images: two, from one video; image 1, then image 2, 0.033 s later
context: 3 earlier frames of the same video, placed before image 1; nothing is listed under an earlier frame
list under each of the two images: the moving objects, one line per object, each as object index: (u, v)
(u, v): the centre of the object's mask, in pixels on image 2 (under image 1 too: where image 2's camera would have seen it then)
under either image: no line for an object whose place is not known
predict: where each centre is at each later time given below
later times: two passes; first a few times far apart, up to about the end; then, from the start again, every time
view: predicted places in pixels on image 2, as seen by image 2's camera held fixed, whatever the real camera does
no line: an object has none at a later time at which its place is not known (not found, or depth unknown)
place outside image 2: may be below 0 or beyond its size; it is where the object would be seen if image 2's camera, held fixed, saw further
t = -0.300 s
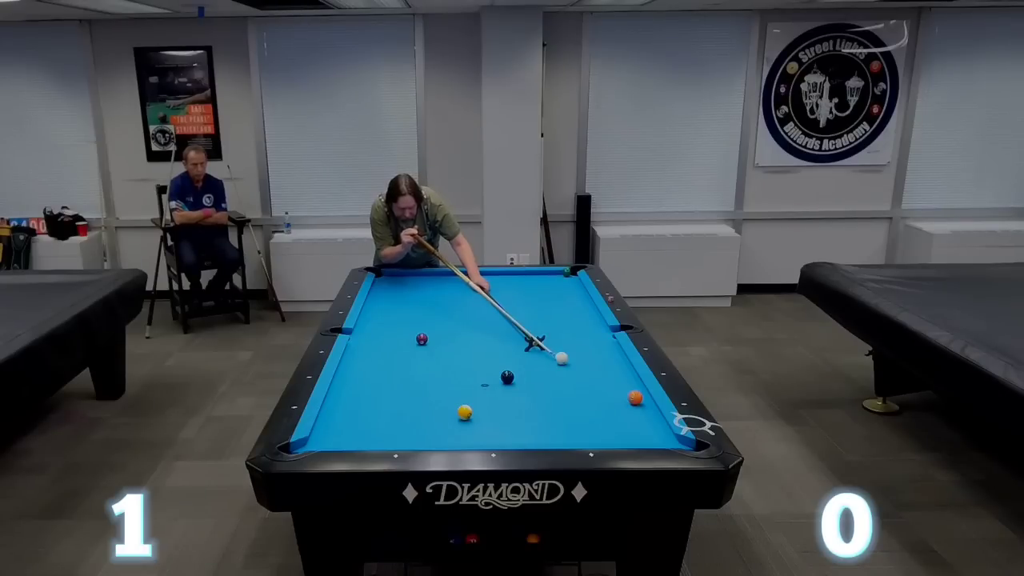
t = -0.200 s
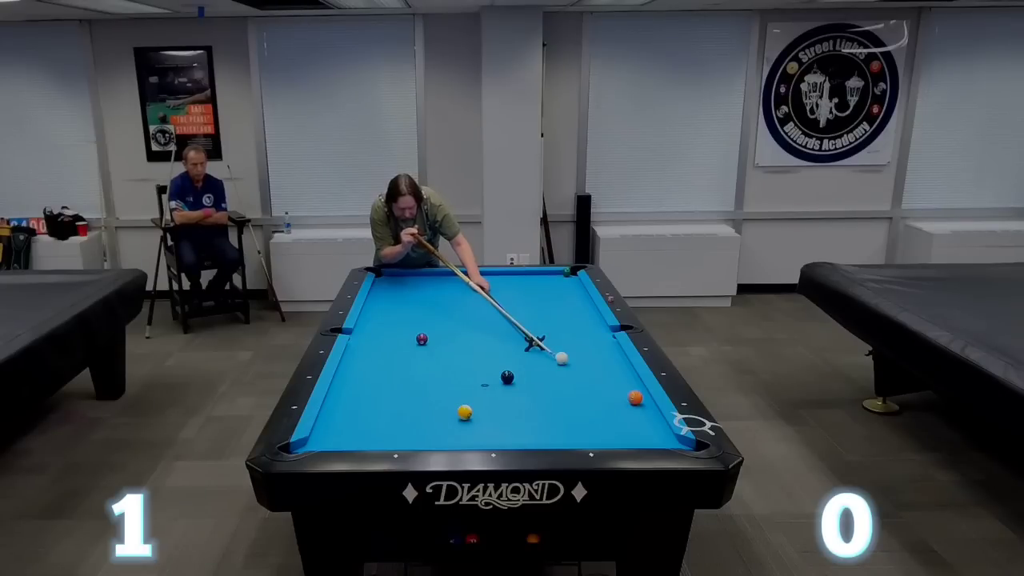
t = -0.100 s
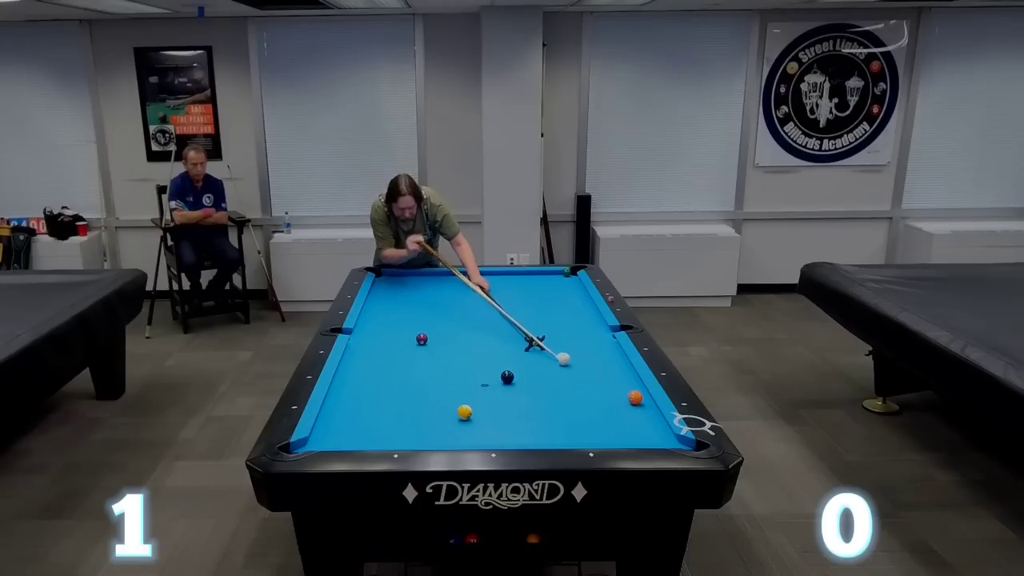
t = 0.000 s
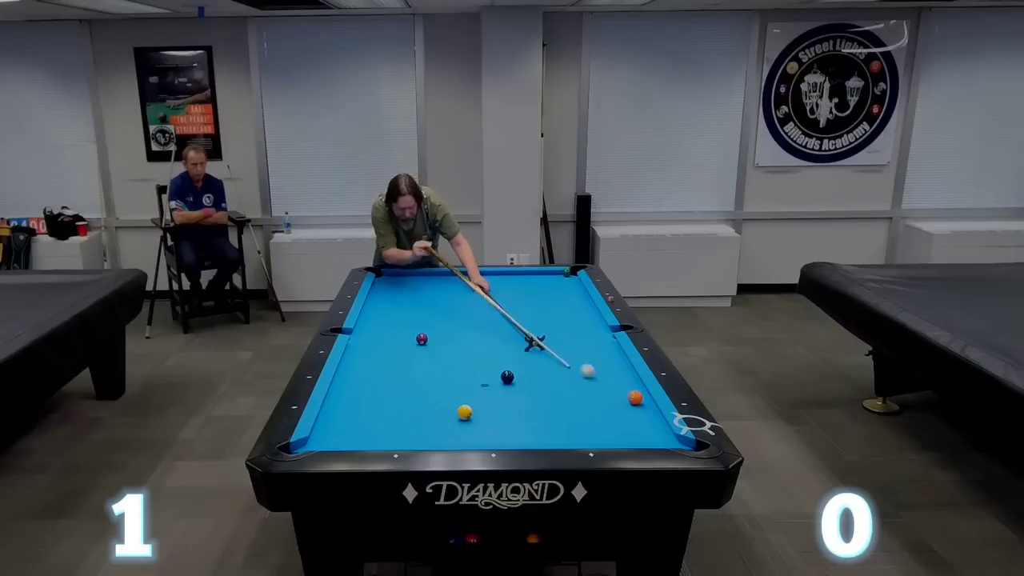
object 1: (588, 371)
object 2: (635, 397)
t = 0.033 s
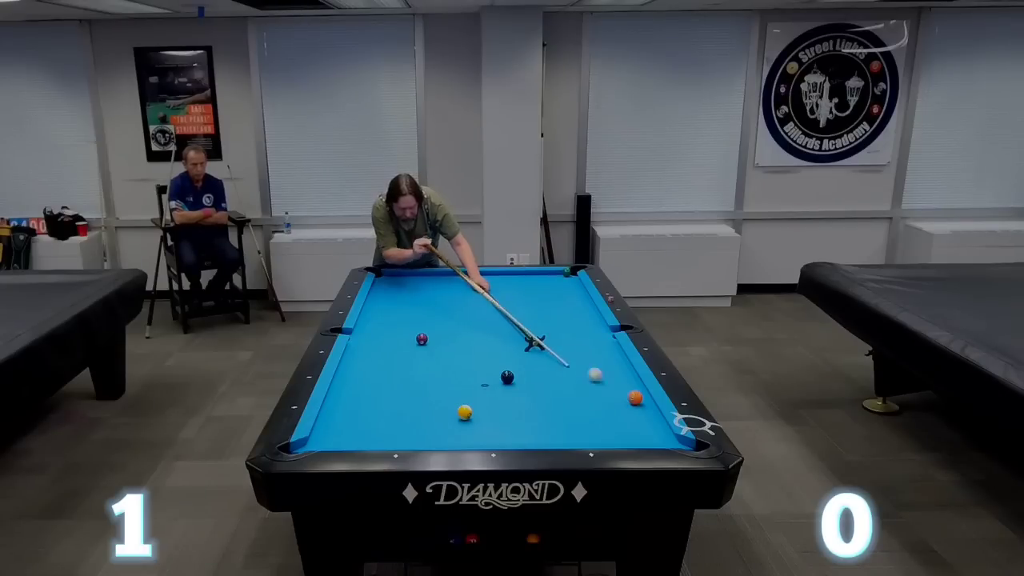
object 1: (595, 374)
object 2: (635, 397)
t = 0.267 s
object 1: (634, 390)
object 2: (639, 401)
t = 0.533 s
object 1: (634, 390)
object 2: (657, 421)
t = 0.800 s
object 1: (623, 389)
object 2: (666, 438)
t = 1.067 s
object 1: (613, 388)
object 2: (681, 442)
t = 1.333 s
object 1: (605, 387)
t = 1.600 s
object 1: (599, 386)
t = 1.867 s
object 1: (593, 386)
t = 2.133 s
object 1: (589, 386)
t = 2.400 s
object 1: (586, 385)
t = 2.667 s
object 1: (585, 385)
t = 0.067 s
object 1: (603, 378)
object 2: (635, 398)
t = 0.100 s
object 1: (609, 381)
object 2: (635, 397)
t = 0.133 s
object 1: (616, 385)
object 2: (635, 397)
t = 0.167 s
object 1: (622, 388)
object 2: (635, 397)
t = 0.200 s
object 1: (627, 389)
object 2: (635, 397)
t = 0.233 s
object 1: (631, 389)
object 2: (637, 399)
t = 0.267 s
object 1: (634, 390)
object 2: (639, 401)
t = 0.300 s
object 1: (638, 391)
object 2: (642, 405)
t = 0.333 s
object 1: (640, 391)
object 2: (644, 407)
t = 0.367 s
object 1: (641, 391)
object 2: (646, 409)
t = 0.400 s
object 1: (640, 391)
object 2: (648, 411)
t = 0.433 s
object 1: (638, 391)
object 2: (650, 414)
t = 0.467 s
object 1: (637, 391)
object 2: (652, 416)
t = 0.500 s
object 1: (636, 391)
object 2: (654, 419)
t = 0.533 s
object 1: (634, 390)
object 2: (657, 421)
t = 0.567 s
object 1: (632, 390)
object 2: (659, 423)
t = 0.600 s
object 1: (631, 390)
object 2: (661, 426)
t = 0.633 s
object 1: (629, 390)
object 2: (662, 428)
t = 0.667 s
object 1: (628, 390)
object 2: (663, 430)
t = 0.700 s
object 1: (627, 390)
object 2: (664, 432)
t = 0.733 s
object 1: (626, 389)
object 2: (665, 434)
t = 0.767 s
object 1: (624, 389)
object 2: (666, 436)
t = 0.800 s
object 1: (623, 389)
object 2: (666, 438)
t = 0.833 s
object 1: (622, 389)
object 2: (667, 439)
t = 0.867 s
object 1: (620, 389)
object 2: (668, 441)
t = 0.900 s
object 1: (619, 389)
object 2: (669, 441)
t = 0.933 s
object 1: (618, 389)
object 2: (672, 442)
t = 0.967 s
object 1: (617, 388)
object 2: (674, 442)
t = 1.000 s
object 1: (616, 388)
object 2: (676, 442)
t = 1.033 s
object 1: (615, 388)
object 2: (678, 442)
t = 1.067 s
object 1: (613, 388)
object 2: (681, 442)
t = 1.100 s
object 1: (612, 388)
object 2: (683, 442)
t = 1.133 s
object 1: (611, 388)
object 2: (686, 443)
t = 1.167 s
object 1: (610, 388)
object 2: (689, 445)
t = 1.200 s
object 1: (609, 387)
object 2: (692, 447)
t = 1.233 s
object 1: (608, 387)
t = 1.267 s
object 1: (607, 387)
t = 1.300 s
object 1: (606, 387)
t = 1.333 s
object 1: (605, 387)
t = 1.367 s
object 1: (604, 387)
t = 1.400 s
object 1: (603, 387)
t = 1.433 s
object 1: (602, 387)
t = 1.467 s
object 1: (602, 387)
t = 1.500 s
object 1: (601, 387)
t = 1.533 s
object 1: (600, 387)
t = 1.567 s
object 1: (599, 387)
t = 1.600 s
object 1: (599, 386)
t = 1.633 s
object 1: (598, 386)
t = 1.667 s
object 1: (597, 386)
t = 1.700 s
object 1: (596, 386)
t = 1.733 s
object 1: (596, 386)
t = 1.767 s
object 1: (595, 386)
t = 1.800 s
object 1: (594, 386)
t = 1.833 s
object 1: (594, 386)
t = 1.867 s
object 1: (593, 386)
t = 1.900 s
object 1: (592, 386)
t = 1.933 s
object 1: (592, 386)
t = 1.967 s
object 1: (591, 386)
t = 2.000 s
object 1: (591, 386)
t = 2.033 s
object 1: (591, 386)
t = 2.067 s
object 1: (590, 386)
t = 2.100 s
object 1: (590, 386)
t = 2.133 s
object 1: (589, 386)
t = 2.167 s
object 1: (589, 386)
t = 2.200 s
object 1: (588, 385)
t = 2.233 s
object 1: (588, 386)
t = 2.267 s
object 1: (588, 385)
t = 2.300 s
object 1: (587, 385)
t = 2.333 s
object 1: (587, 385)
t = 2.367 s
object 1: (587, 385)
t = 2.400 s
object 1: (586, 385)
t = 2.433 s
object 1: (586, 385)
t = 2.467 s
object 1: (586, 385)
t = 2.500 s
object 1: (586, 385)
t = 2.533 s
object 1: (586, 385)
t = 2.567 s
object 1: (585, 385)
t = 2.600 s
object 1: (585, 385)
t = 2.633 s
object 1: (585, 385)
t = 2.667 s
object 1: (585, 385)
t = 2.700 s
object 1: (585, 385)
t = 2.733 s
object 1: (585, 385)
